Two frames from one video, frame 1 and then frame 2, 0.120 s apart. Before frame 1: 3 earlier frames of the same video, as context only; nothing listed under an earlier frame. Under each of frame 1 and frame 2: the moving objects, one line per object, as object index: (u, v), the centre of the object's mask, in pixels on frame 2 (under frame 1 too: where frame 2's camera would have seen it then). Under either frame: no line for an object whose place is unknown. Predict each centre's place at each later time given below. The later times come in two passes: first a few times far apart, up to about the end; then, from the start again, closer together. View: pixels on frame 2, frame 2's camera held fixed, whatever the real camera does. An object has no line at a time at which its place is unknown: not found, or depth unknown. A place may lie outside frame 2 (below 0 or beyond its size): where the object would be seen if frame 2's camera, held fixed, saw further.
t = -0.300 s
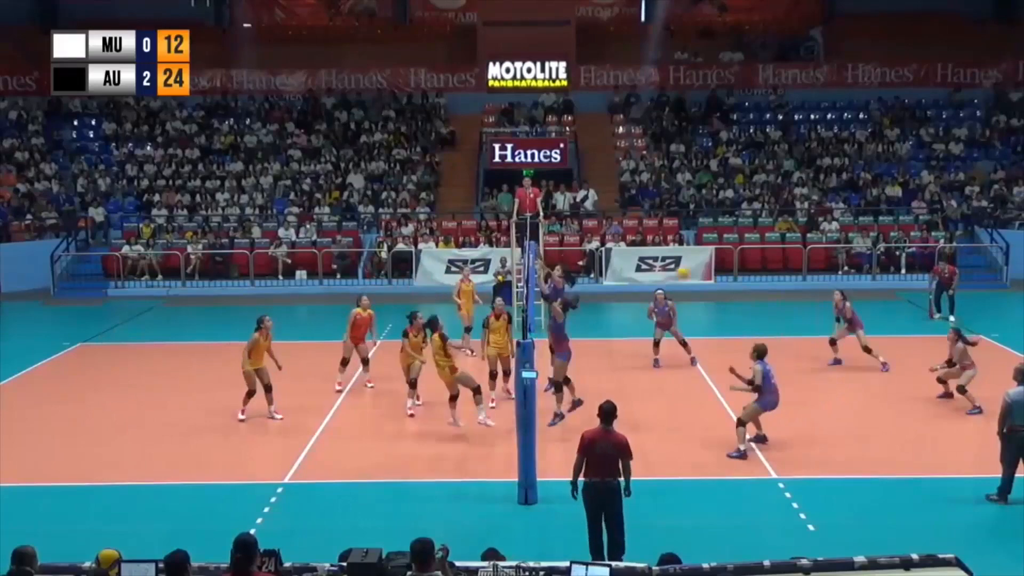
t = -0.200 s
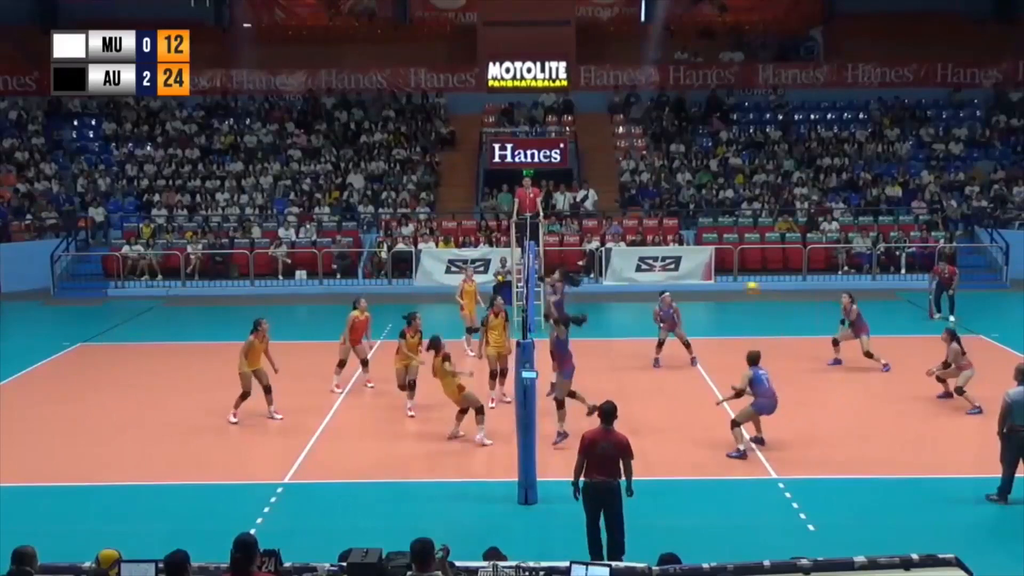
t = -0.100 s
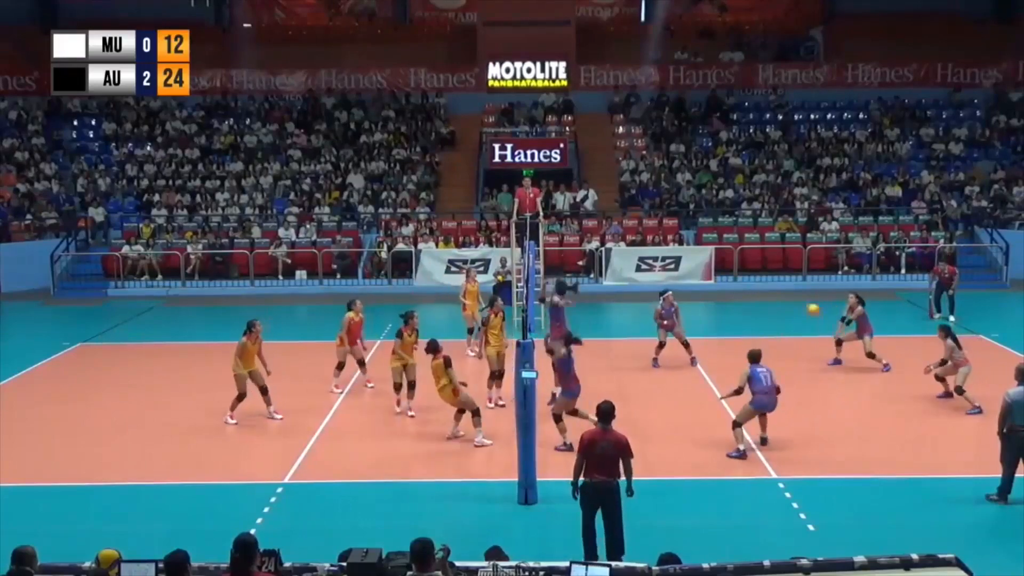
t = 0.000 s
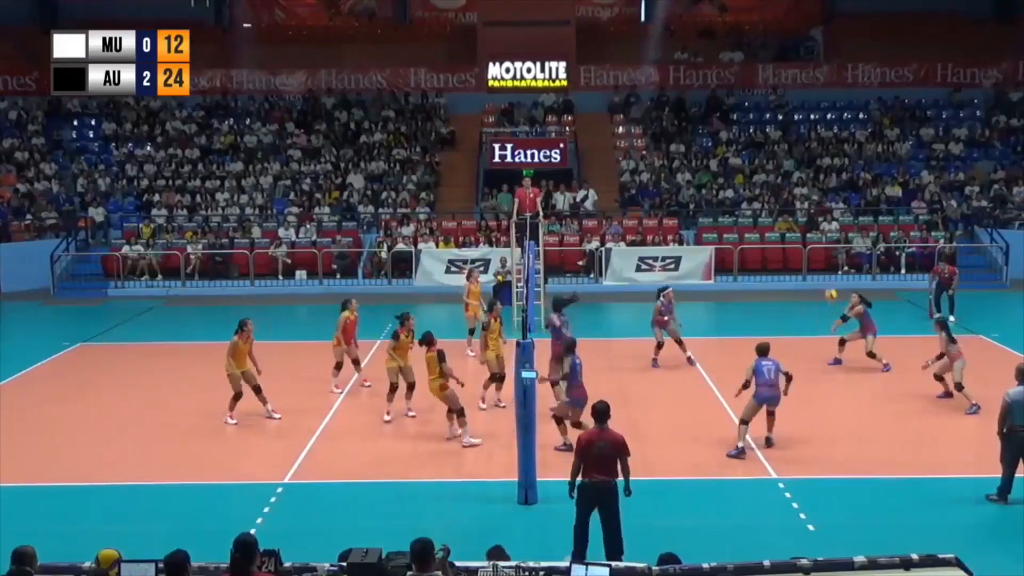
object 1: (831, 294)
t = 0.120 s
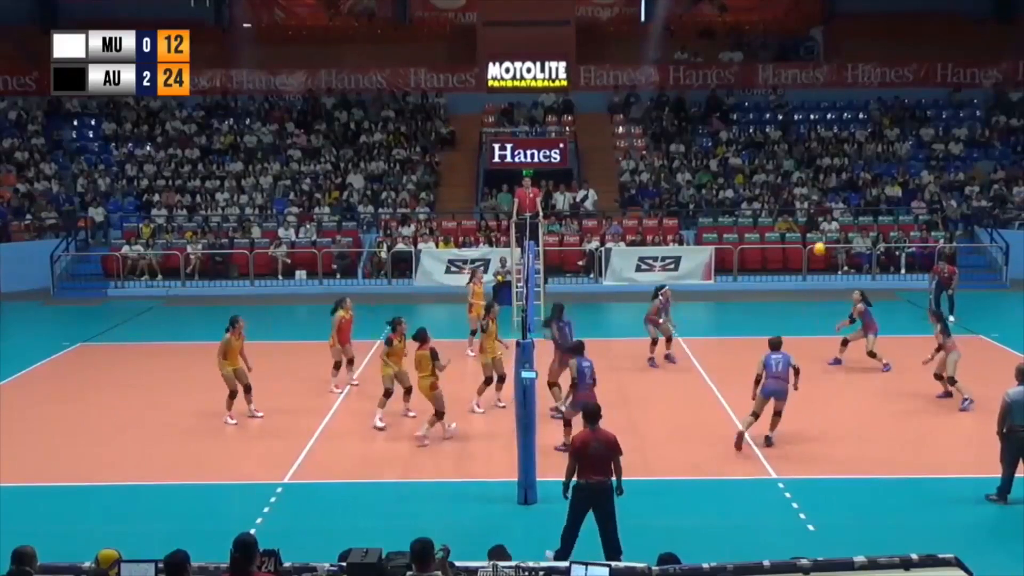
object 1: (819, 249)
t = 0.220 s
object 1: (811, 215)
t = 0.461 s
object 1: (789, 154)
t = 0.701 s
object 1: (768, 126)
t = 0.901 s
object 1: (750, 127)
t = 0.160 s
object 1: (816, 234)
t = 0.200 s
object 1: (812, 222)
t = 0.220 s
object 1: (811, 215)
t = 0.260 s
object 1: (807, 203)
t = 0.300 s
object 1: (803, 191)
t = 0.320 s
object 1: (802, 187)
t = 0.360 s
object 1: (798, 176)
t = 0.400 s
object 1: (795, 167)
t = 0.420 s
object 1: (793, 163)
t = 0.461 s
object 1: (789, 154)
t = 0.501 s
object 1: (786, 147)
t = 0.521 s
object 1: (784, 144)
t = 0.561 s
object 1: (781, 139)
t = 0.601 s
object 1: (777, 134)
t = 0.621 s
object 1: (776, 132)
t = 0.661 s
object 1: (772, 129)
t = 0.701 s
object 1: (768, 126)
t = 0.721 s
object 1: (766, 124)
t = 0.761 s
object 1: (763, 124)
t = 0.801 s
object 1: (759, 124)
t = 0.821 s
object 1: (757, 123)
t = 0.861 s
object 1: (754, 125)
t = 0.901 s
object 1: (750, 127)
